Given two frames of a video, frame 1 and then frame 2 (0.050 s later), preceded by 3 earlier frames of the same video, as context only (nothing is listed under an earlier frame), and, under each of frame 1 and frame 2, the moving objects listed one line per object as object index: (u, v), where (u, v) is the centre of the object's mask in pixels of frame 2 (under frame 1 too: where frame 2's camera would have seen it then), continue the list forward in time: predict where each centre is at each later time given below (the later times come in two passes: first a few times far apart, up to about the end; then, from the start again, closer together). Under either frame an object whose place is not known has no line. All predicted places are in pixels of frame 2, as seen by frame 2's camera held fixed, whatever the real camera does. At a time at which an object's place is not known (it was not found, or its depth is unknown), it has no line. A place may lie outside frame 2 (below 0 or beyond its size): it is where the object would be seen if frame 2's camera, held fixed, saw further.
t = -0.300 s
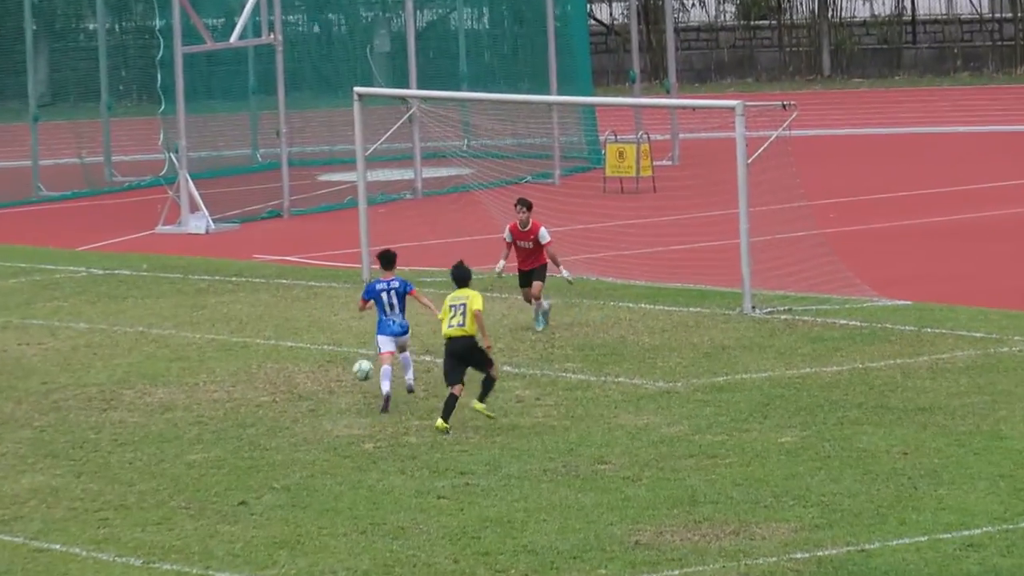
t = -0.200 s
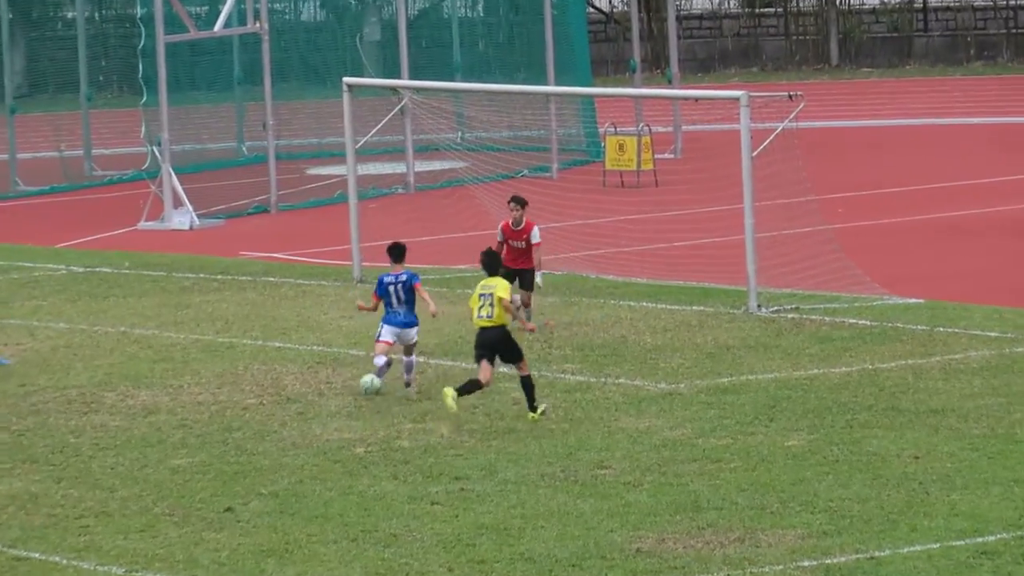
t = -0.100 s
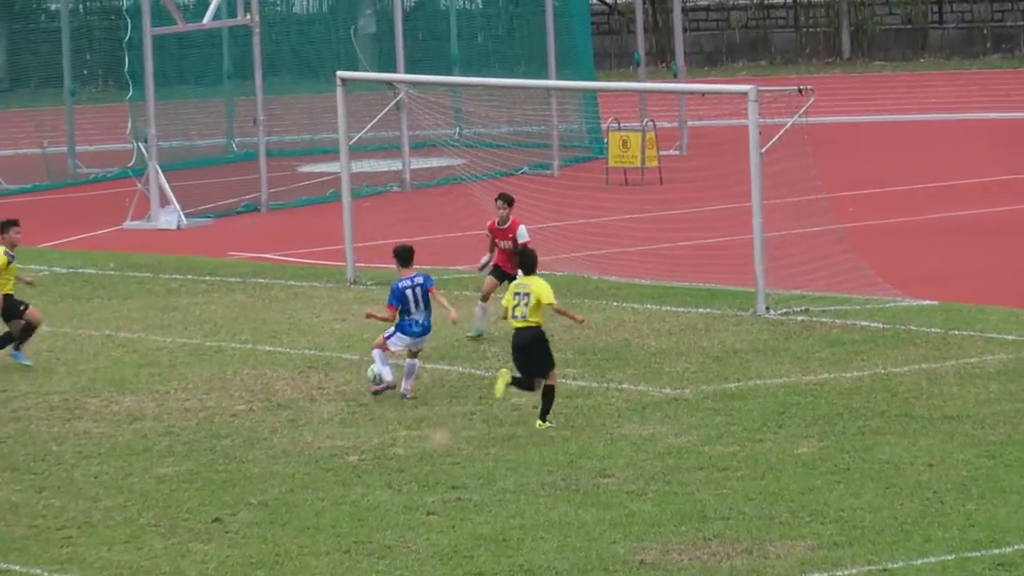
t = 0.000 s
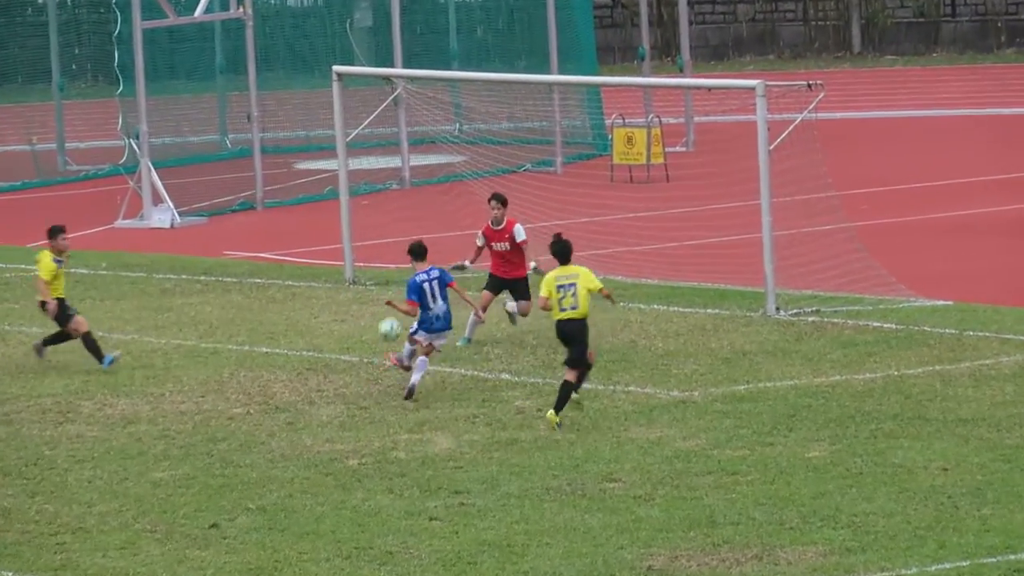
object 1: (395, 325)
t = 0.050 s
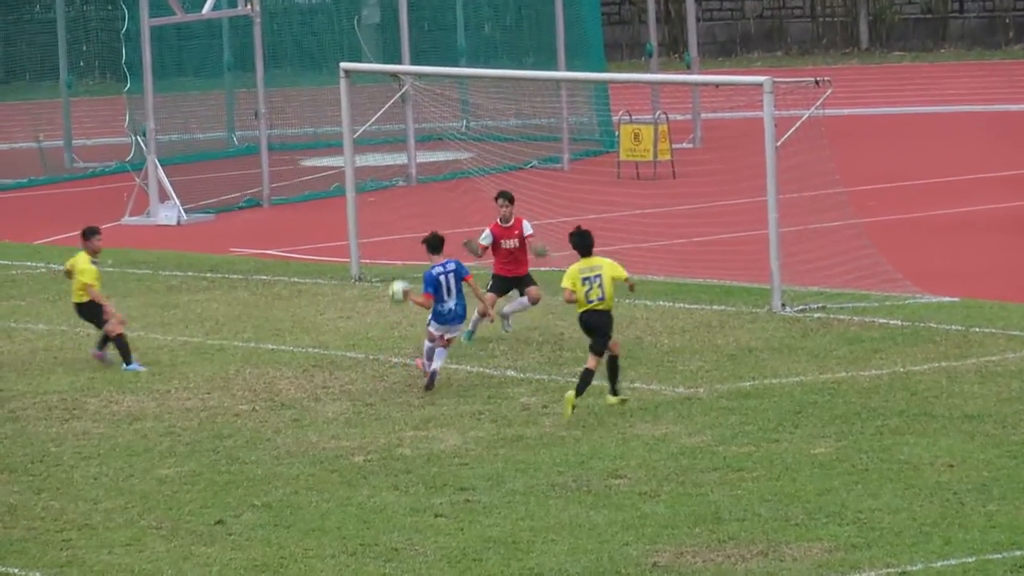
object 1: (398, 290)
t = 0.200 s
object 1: (416, 209)
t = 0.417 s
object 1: (447, 140)
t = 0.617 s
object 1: (473, 129)
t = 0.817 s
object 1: (477, 141)
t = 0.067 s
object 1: (401, 280)
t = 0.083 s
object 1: (403, 270)
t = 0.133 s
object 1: (408, 242)
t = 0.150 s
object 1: (410, 234)
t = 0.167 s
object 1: (413, 225)
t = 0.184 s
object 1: (414, 217)
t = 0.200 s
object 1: (416, 209)
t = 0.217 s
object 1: (419, 201)
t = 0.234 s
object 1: (421, 195)
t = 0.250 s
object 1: (423, 188)
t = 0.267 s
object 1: (425, 182)
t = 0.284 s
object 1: (427, 175)
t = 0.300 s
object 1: (429, 170)
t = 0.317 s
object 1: (432, 164)
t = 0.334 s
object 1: (436, 160)
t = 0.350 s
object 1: (438, 154)
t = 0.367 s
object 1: (439, 149)
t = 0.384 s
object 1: (442, 148)
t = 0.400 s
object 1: (445, 144)
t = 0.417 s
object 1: (447, 140)
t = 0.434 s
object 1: (449, 138)
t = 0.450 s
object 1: (452, 136)
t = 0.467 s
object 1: (454, 133)
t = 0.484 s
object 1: (457, 131)
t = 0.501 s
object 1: (458, 130)
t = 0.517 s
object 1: (461, 129)
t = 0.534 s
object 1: (463, 129)
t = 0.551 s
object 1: (465, 127)
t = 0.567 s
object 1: (466, 127)
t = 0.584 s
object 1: (469, 127)
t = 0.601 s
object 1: (471, 130)
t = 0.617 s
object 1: (473, 129)
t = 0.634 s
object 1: (475, 130)
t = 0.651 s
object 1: (478, 133)
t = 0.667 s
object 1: (480, 134)
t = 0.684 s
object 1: (481, 135)
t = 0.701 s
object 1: (483, 136)
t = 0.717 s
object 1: (483, 138)
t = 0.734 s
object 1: (484, 137)
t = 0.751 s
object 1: (483, 140)
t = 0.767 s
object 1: (482, 139)
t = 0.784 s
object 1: (480, 140)
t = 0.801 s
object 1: (479, 141)
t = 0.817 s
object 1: (477, 141)
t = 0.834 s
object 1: (476, 143)
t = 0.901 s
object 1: (465, 163)
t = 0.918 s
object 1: (462, 170)
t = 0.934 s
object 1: (461, 177)
